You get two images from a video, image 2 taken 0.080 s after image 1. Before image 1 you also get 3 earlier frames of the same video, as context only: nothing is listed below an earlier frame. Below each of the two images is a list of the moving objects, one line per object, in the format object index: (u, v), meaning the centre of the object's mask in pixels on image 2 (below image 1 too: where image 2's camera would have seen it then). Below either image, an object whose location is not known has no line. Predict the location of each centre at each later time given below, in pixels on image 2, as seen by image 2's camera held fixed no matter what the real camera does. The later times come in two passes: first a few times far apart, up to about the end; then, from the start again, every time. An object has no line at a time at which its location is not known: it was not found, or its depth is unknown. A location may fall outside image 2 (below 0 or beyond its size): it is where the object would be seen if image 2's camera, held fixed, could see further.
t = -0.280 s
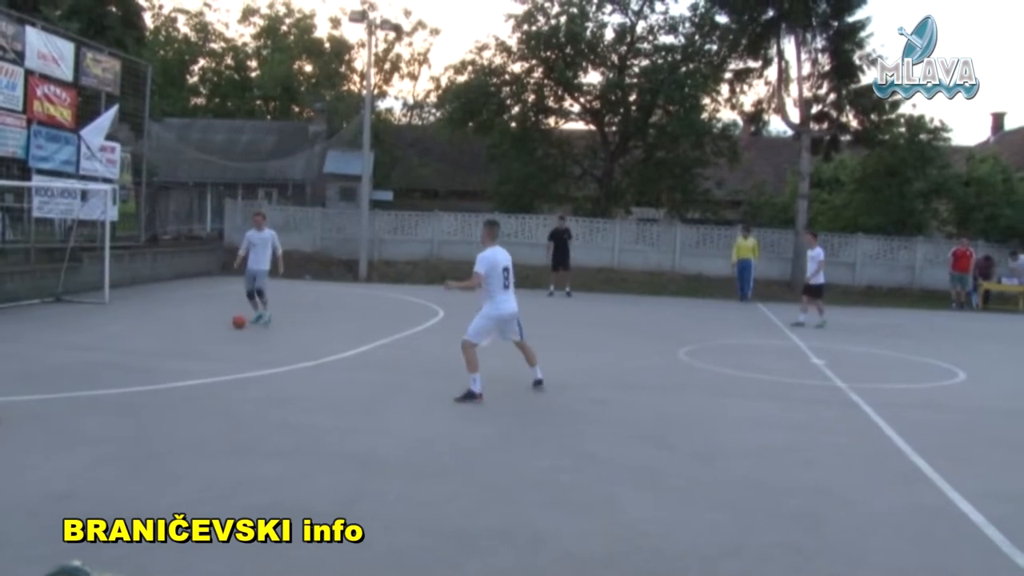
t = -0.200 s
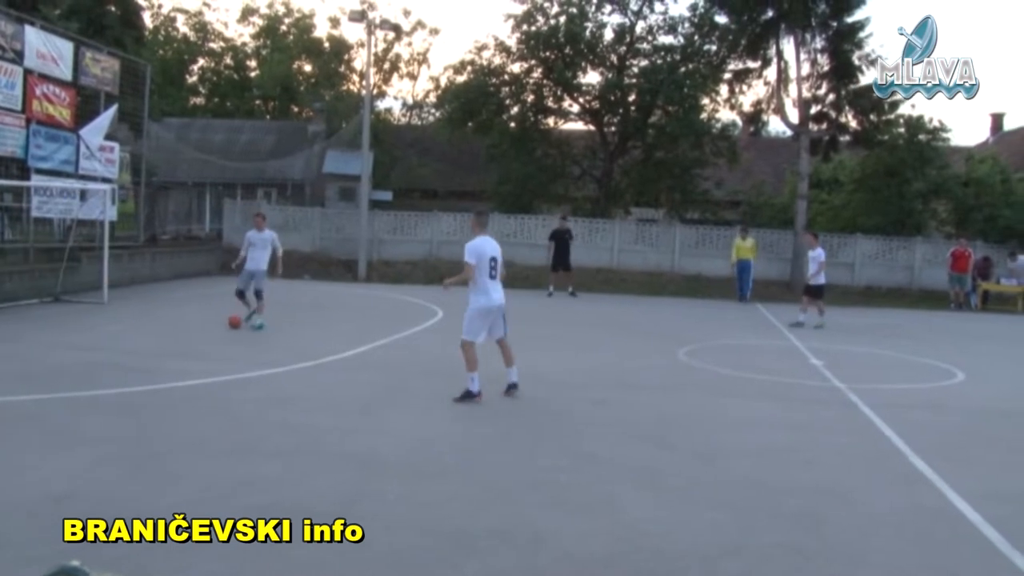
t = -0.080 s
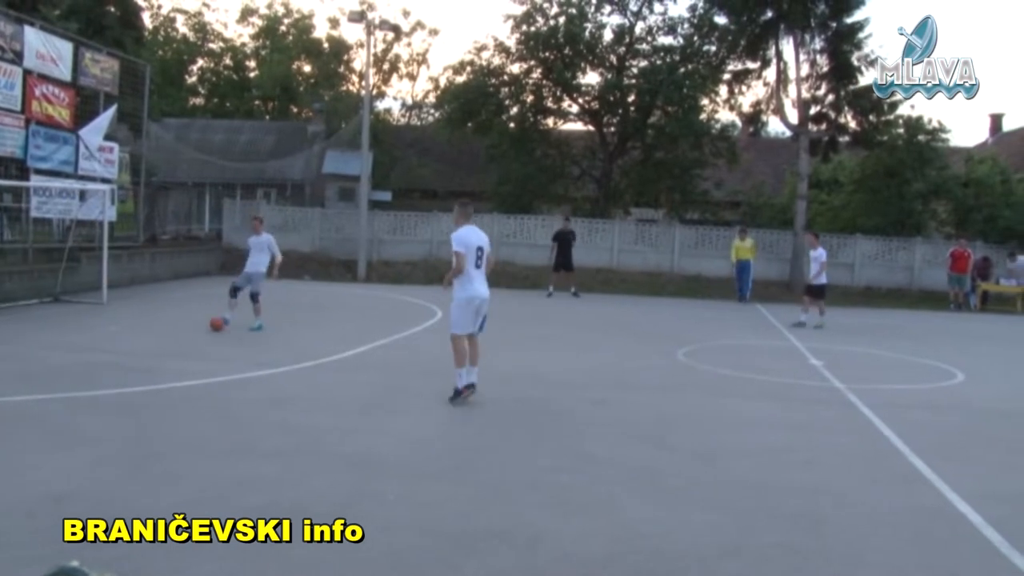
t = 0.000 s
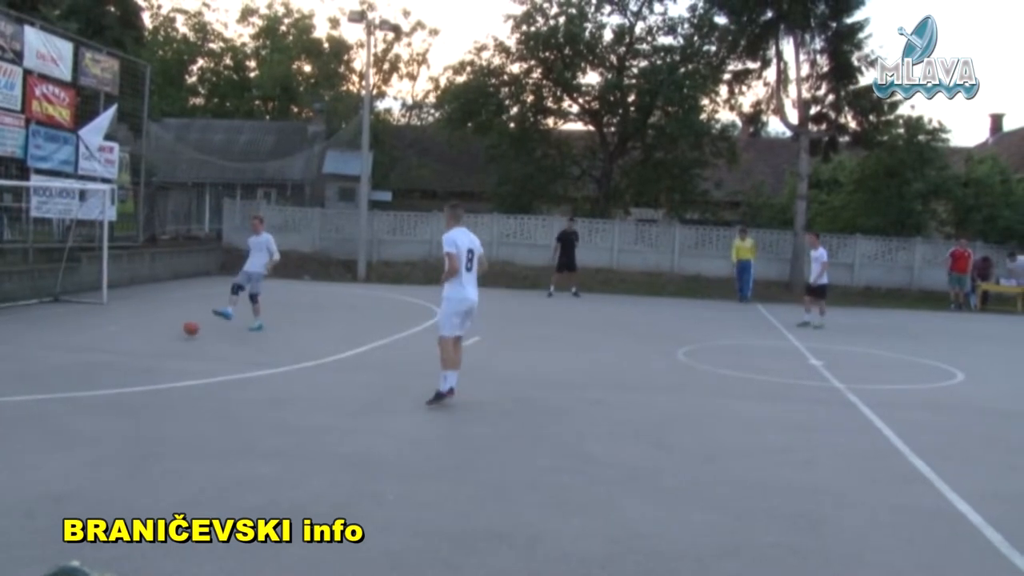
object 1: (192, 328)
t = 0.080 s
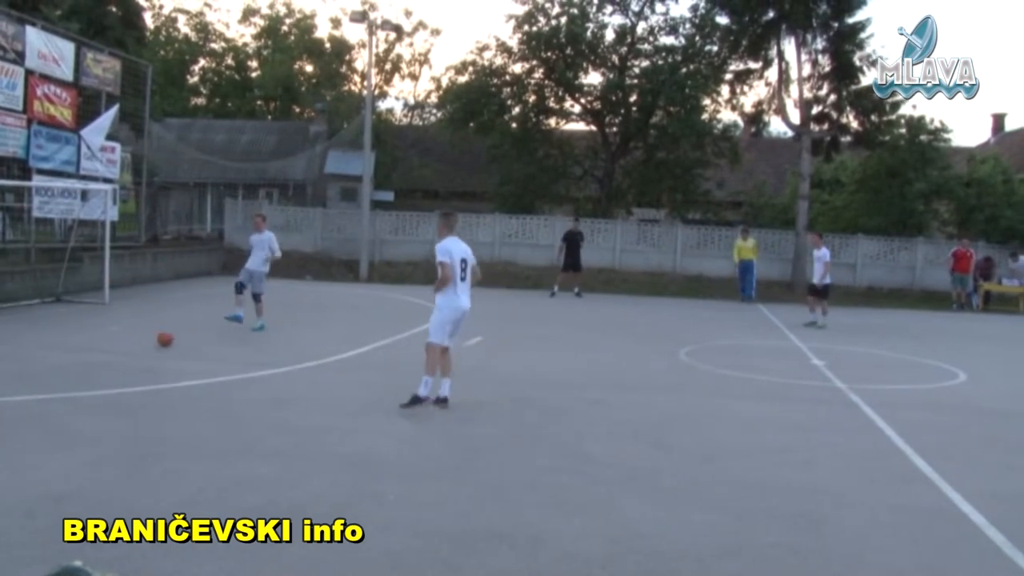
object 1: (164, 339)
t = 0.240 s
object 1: (110, 352)
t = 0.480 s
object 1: (9, 375)
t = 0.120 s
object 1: (152, 340)
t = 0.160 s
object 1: (138, 343)
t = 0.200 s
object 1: (124, 347)
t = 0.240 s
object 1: (110, 352)
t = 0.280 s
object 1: (96, 354)
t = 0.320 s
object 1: (80, 357)
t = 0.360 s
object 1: (63, 363)
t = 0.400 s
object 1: (46, 366)
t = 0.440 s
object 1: (28, 370)
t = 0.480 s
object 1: (9, 375)
